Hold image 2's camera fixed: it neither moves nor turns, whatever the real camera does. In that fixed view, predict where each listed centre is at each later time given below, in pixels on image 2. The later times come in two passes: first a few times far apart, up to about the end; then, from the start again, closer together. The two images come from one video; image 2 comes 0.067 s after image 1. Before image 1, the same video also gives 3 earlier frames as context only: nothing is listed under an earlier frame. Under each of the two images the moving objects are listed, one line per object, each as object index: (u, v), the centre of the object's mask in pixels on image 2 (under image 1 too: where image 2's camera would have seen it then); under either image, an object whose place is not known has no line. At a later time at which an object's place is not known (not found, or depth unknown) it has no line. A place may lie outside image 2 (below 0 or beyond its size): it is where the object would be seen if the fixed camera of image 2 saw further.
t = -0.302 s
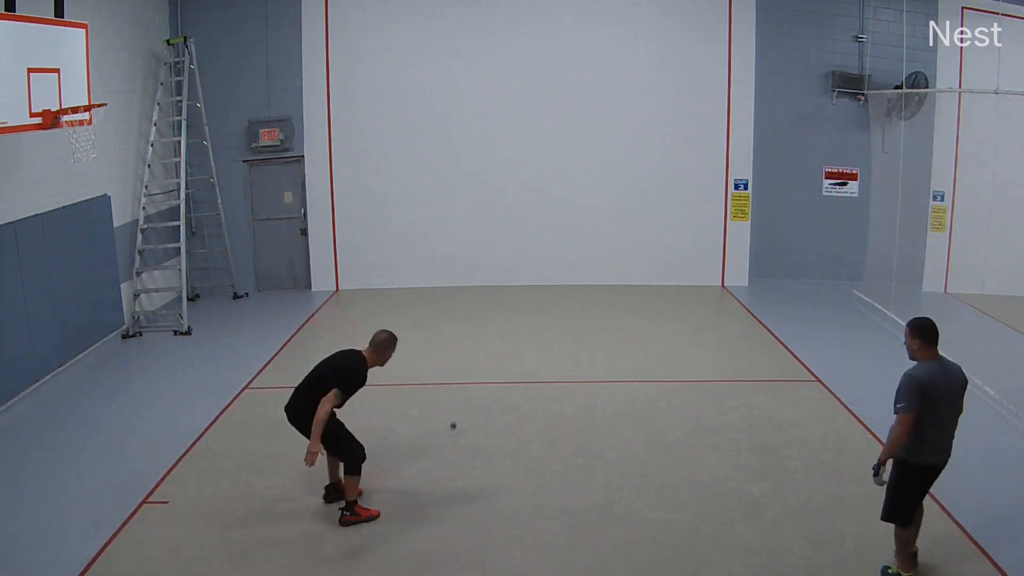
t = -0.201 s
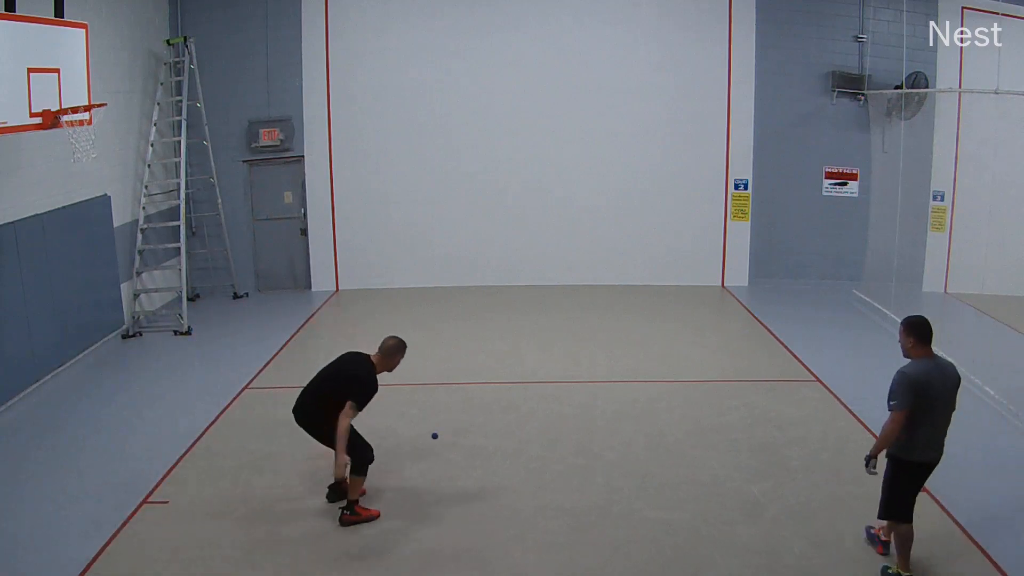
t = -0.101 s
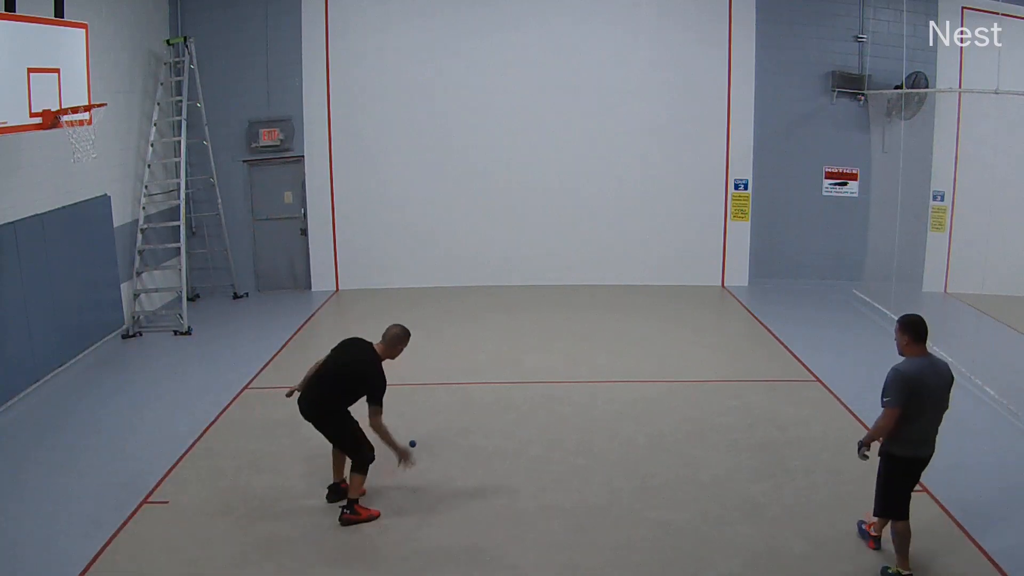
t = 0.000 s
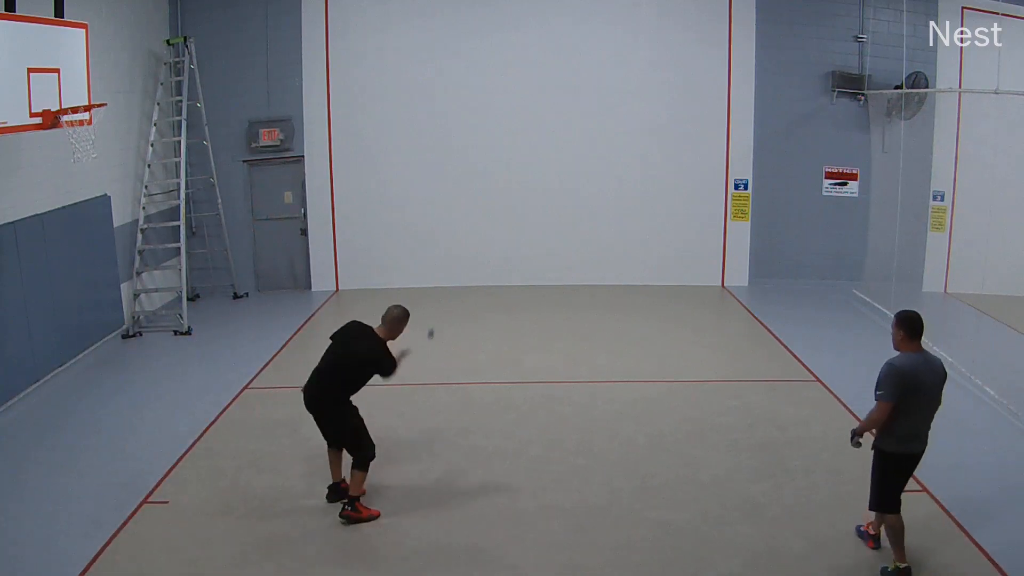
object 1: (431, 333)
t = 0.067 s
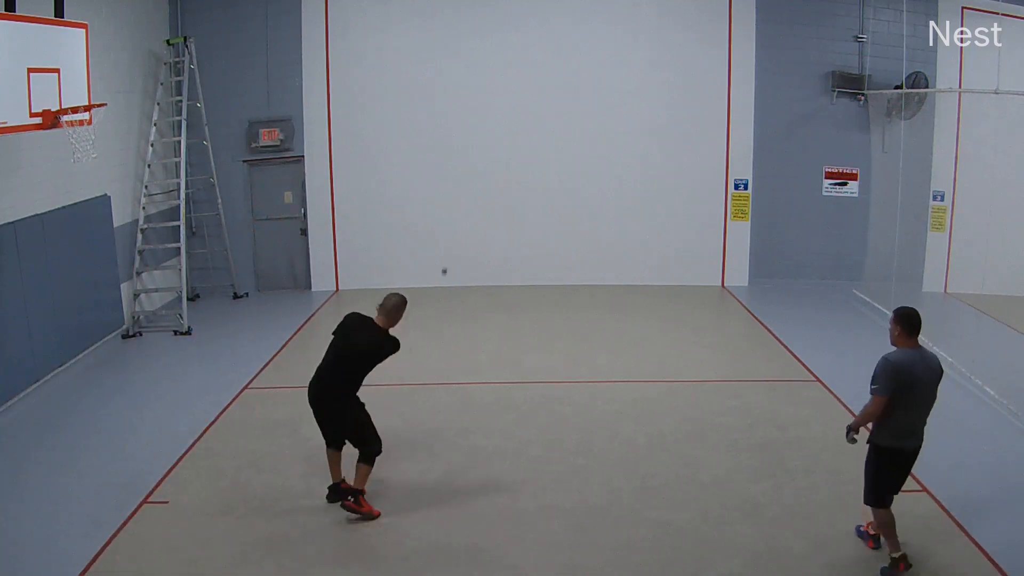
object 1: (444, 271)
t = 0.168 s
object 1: (460, 206)
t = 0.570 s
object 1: (497, 121)
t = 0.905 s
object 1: (501, 180)
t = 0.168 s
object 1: (460, 206)
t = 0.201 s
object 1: (465, 190)
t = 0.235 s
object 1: (469, 176)
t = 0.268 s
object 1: (473, 164)
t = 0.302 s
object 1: (476, 154)
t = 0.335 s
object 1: (480, 146)
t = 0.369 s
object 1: (483, 139)
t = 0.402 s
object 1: (486, 133)
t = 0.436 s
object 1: (489, 129)
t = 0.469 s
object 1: (491, 125)
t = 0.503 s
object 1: (493, 123)
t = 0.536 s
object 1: (496, 121)
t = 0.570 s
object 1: (497, 121)
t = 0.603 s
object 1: (497, 122)
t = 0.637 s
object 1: (497, 125)
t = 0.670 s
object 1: (498, 128)
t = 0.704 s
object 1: (498, 132)
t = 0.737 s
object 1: (499, 137)
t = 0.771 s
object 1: (499, 143)
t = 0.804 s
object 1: (499, 150)
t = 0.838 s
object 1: (500, 159)
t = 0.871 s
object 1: (500, 169)
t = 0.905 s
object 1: (501, 180)
